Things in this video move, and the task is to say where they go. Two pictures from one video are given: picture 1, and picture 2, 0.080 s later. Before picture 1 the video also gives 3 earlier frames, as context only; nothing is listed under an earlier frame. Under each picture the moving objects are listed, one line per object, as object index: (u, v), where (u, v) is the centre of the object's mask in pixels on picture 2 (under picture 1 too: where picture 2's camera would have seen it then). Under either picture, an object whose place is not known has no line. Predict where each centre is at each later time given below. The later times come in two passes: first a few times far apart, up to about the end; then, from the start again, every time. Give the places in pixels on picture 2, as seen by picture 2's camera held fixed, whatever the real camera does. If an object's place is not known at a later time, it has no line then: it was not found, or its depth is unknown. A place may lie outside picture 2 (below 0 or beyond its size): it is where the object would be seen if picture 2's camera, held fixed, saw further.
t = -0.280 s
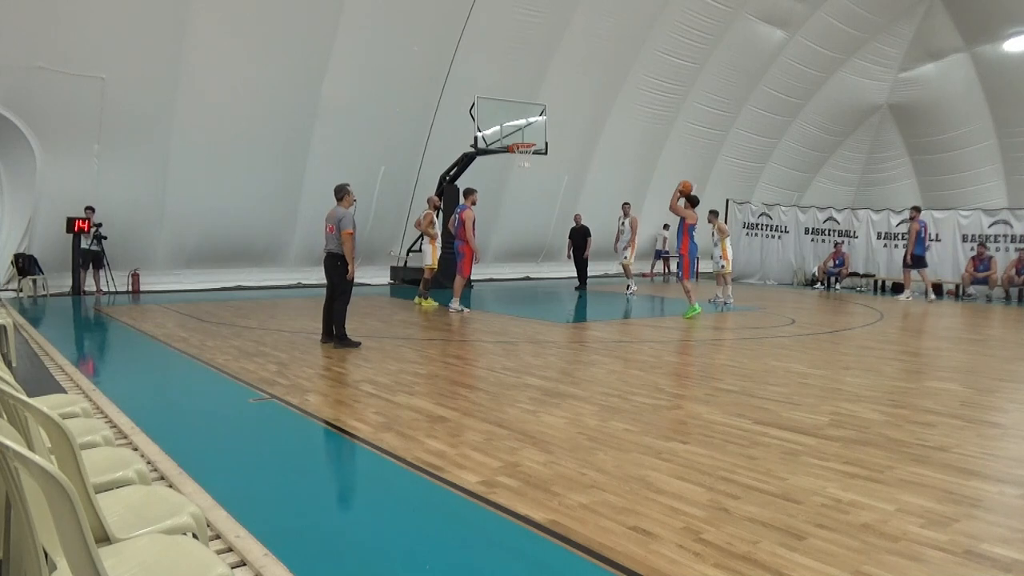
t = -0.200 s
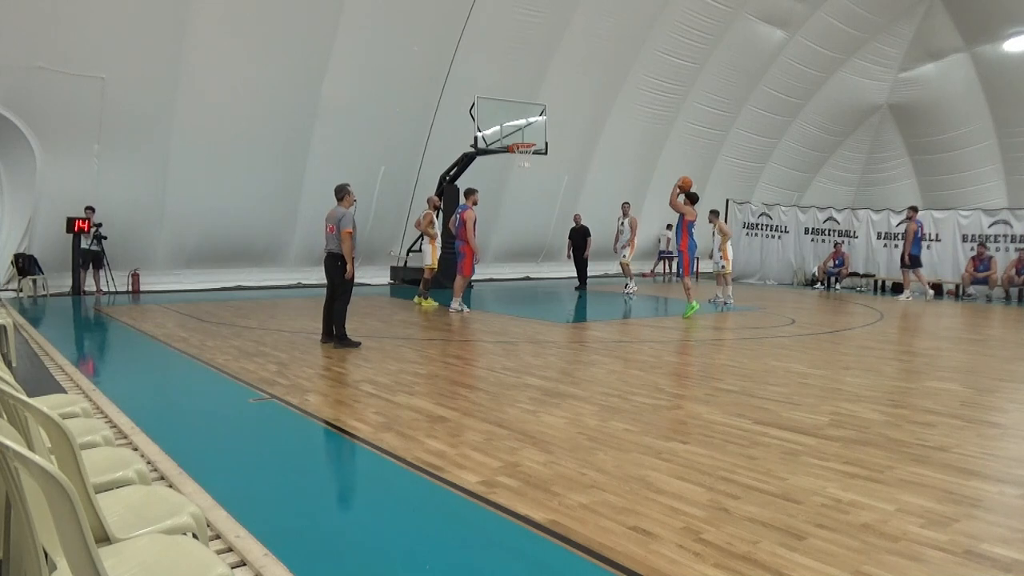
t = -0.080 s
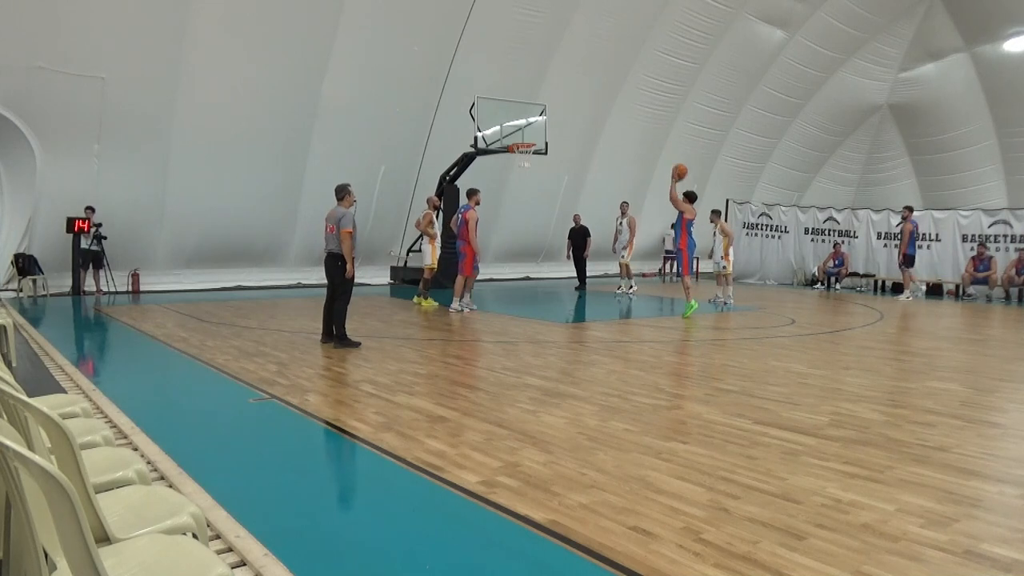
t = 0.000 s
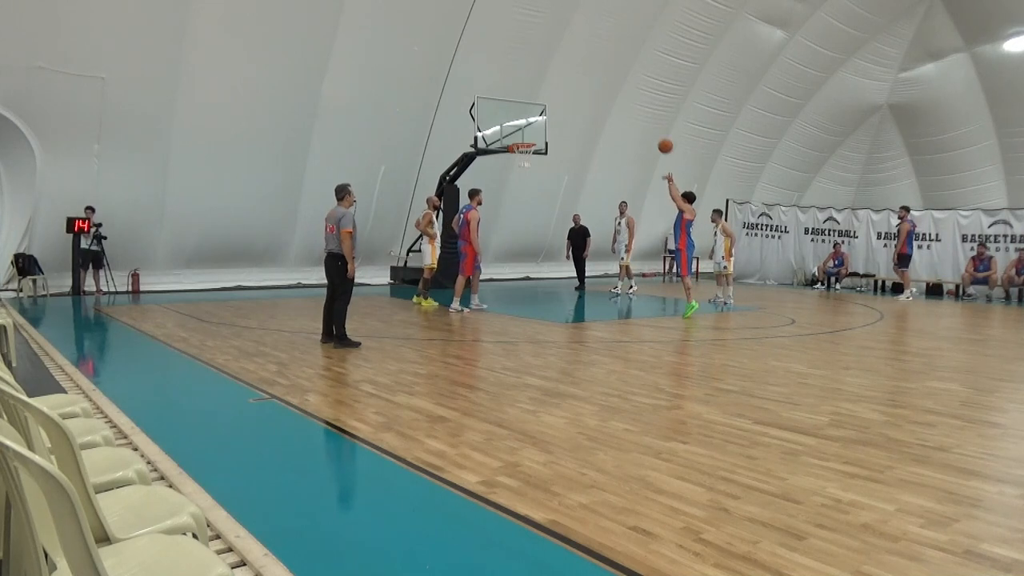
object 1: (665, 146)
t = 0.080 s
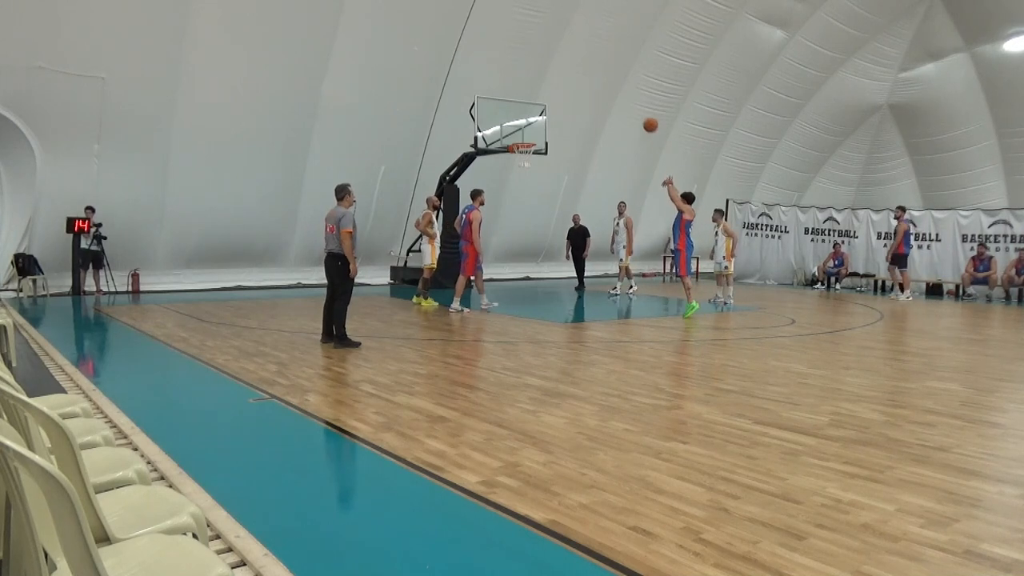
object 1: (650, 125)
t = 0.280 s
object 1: (615, 91)
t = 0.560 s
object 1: (573, 84)
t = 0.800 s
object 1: (540, 110)
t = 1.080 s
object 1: (523, 115)
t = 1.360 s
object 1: (529, 85)
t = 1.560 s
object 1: (533, 87)
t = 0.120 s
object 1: (643, 116)
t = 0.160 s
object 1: (636, 108)
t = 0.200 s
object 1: (629, 101)
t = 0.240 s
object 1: (622, 96)
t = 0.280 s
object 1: (615, 91)
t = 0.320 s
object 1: (609, 87)
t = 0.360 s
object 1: (603, 84)
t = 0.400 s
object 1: (596, 83)
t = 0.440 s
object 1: (590, 82)
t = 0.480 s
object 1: (584, 82)
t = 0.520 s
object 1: (578, 83)
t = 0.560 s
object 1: (573, 84)
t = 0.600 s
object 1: (567, 87)
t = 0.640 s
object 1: (561, 90)
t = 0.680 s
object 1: (556, 94)
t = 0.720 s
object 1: (550, 99)
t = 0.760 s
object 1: (545, 104)
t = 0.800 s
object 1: (540, 110)
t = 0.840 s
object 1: (535, 117)
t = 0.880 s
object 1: (530, 125)
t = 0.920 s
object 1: (525, 133)
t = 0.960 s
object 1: (521, 139)
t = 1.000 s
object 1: (522, 132)
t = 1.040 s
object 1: (522, 123)
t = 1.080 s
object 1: (523, 115)
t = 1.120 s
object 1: (524, 109)
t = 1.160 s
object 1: (524, 103)
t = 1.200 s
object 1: (525, 98)
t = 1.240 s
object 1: (526, 94)
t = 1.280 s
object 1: (527, 90)
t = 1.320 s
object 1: (528, 87)
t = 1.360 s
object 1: (529, 85)
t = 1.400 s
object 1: (530, 84)
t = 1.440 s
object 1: (531, 83)
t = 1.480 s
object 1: (531, 84)
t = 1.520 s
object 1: (532, 85)
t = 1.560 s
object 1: (533, 87)
